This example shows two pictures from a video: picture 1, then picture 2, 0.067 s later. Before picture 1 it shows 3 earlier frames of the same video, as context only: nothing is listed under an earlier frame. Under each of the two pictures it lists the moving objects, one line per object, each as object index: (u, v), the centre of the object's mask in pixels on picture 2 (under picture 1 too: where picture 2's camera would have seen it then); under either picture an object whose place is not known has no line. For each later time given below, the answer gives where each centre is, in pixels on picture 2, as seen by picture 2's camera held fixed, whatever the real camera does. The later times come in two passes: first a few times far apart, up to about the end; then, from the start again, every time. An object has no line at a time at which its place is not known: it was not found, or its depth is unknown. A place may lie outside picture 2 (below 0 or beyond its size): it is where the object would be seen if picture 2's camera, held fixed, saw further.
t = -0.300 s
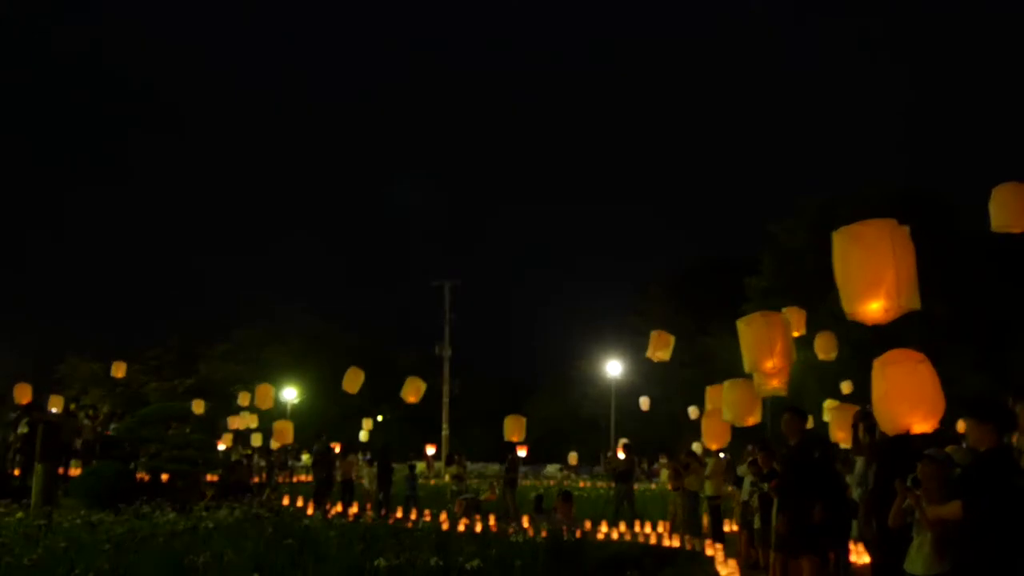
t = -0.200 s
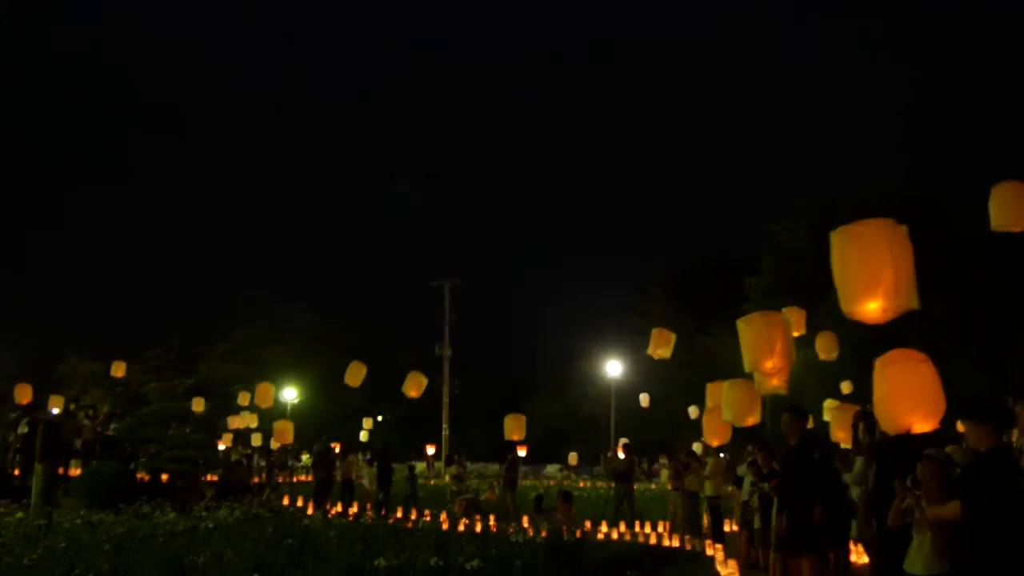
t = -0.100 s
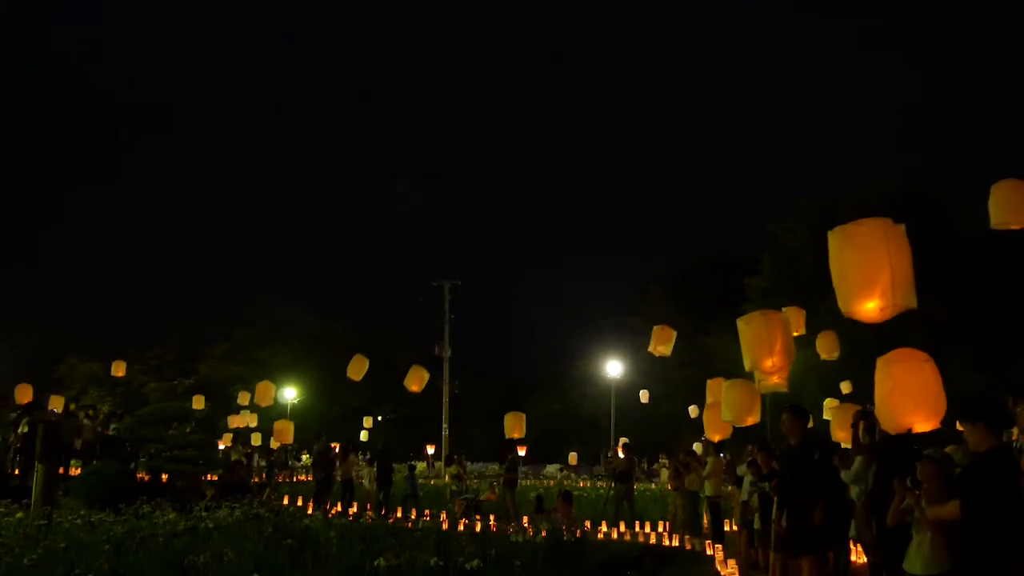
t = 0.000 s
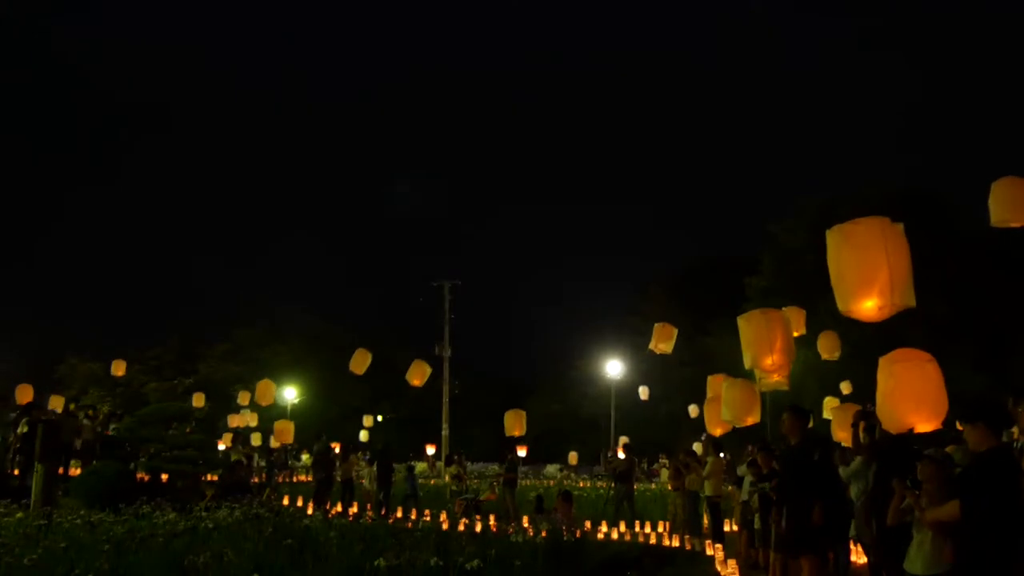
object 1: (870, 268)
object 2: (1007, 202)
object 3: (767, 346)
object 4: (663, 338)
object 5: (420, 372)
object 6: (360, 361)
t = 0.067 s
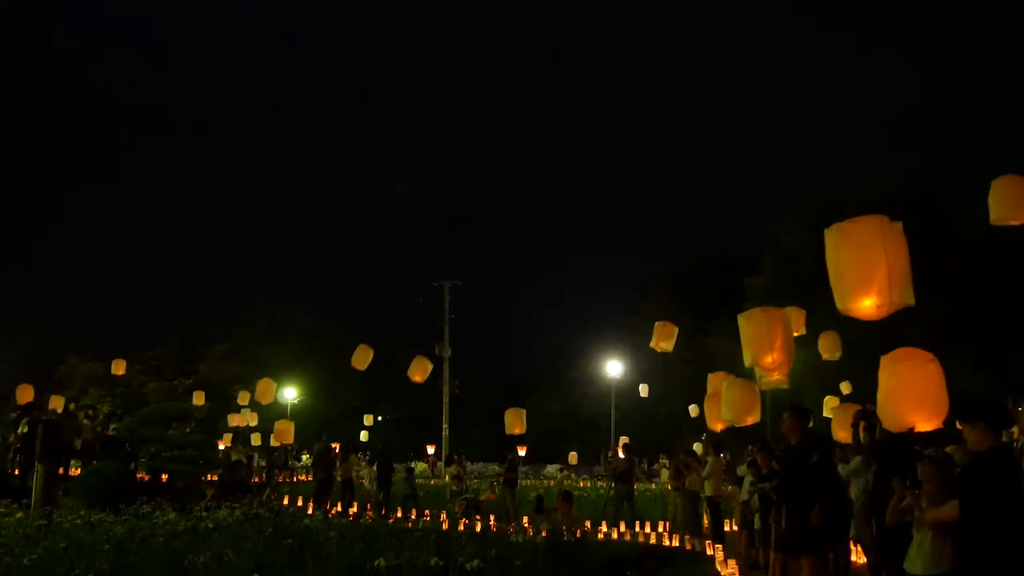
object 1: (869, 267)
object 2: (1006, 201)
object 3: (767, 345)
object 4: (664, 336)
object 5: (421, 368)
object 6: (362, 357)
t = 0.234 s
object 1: (865, 262)
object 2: (1006, 195)
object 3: (768, 340)
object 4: (666, 332)
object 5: (425, 359)
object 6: (366, 347)
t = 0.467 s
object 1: (859, 247)
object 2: (1006, 184)
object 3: (768, 332)
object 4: (668, 326)
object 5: (431, 344)
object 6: (372, 338)
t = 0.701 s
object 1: (855, 232)
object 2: (1004, 172)
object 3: (770, 329)
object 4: (671, 319)
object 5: (435, 330)
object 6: (376, 329)
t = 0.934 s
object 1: (848, 194)
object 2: (1003, 156)
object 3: (771, 326)
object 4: (673, 313)
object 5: (441, 314)
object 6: (379, 325)
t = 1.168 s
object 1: (840, 156)
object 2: (1000, 135)
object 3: (772, 323)
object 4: (675, 307)
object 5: (445, 298)
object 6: (381, 324)
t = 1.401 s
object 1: (831, 113)
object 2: (996, 113)
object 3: (774, 318)
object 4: (678, 302)
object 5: (448, 281)
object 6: (384, 319)
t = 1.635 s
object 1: (821, 68)
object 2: (990, 89)
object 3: (776, 315)
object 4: (679, 299)
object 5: (449, 266)
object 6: (385, 310)
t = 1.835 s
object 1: (814, 36)
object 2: (986, 69)
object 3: (777, 310)
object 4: (681, 300)
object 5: (448, 253)
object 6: (387, 302)
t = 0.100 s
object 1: (868, 266)
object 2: (1006, 199)
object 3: (768, 344)
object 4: (664, 335)
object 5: (422, 367)
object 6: (363, 355)
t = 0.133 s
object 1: (868, 266)
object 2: (1006, 198)
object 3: (768, 343)
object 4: (665, 334)
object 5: (423, 365)
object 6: (364, 353)
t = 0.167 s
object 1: (867, 265)
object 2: (1006, 197)
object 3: (768, 342)
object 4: (665, 334)
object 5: (424, 363)
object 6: (365, 351)
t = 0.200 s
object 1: (866, 264)
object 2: (1006, 196)
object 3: (768, 341)
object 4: (665, 333)
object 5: (424, 361)
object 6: (365, 349)
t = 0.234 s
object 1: (865, 262)
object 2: (1006, 195)
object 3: (768, 340)
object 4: (666, 332)
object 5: (425, 359)
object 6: (366, 347)
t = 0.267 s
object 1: (865, 260)
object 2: (1006, 193)
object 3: (768, 339)
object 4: (666, 331)
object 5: (426, 357)
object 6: (367, 346)
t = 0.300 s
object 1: (864, 259)
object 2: (1006, 192)
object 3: (768, 338)
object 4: (666, 330)
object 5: (427, 355)
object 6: (368, 344)
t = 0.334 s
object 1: (863, 256)
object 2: (1006, 191)
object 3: (768, 336)
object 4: (667, 329)
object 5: (428, 353)
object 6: (369, 343)
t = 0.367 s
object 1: (862, 254)
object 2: (1006, 189)
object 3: (768, 335)
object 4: (667, 328)
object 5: (428, 351)
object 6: (369, 342)
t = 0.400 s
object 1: (861, 252)
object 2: (1006, 188)
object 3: (768, 334)
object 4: (667, 327)
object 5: (429, 348)
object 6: (370, 341)
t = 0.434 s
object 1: (860, 250)
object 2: (1006, 186)
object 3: (768, 333)
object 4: (668, 327)
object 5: (430, 347)
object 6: (371, 339)
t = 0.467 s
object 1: (859, 247)
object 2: (1006, 184)
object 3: (768, 332)
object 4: (668, 326)
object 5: (431, 344)
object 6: (372, 338)
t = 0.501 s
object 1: (858, 244)
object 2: (1005, 183)
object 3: (768, 331)
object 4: (668, 325)
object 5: (431, 342)
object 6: (372, 336)
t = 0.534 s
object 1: (857, 242)
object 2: (1005, 181)
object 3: (769, 331)
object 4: (669, 324)
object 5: (433, 340)
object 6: (373, 335)
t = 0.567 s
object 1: (857, 240)
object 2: (1005, 179)
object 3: (769, 331)
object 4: (669, 323)
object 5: (433, 338)
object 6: (374, 334)
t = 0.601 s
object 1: (856, 238)
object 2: (1005, 177)
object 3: (769, 331)
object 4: (670, 322)
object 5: (434, 336)
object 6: (374, 332)
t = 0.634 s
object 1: (856, 236)
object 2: (1005, 176)
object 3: (769, 330)
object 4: (670, 321)
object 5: (434, 334)
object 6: (375, 331)
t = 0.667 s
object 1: (855, 234)
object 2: (1004, 174)
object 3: (769, 330)
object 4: (670, 320)
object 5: (435, 332)
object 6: (376, 330)
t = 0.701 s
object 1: (855, 232)
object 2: (1004, 172)
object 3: (770, 329)
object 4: (671, 319)
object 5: (435, 330)
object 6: (376, 329)
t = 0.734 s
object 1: (854, 229)
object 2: (1004, 170)
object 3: (770, 329)
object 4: (671, 319)
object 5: (436, 327)
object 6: (377, 328)
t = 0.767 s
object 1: (853, 227)
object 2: (1004, 168)
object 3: (770, 329)
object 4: (671, 318)
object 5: (437, 325)
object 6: (377, 327)
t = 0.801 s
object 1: (852, 224)
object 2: (1004, 165)
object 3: (770, 328)
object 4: (672, 317)
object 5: (438, 323)
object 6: (378, 326)
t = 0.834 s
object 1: (851, 206)
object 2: (1004, 163)
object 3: (770, 328)
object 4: (672, 316)
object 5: (439, 321)
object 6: (378, 326)
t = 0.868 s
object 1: (850, 202)
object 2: (1003, 161)
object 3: (770, 328)
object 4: (672, 315)
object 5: (439, 318)
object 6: (379, 326)
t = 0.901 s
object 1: (848, 198)
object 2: (1003, 158)
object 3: (770, 327)
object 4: (673, 314)
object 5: (440, 316)
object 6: (379, 325)
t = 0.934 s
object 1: (848, 194)
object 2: (1003, 156)
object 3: (771, 326)
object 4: (673, 313)
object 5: (441, 314)
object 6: (379, 325)
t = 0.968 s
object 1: (847, 188)
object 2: (1003, 153)
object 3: (771, 326)
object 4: (673, 312)
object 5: (442, 312)
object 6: (380, 325)
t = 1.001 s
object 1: (845, 183)
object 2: (1002, 150)
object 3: (771, 325)
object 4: (674, 311)
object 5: (442, 309)
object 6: (380, 325)
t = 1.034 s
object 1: (844, 178)
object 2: (1002, 147)
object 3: (771, 325)
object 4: (674, 311)
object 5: (443, 307)
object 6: (380, 325)
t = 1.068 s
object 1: (843, 173)
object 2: (1001, 145)
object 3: (771, 325)
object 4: (675, 310)
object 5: (444, 305)
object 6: (381, 325)
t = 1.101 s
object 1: (842, 167)
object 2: (1001, 142)
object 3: (771, 324)
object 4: (675, 309)
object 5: (444, 302)
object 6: (381, 325)
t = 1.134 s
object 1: (841, 161)
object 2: (1001, 139)
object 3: (772, 323)
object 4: (675, 308)
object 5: (445, 300)
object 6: (381, 324)
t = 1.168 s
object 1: (840, 156)
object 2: (1000, 135)
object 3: (772, 323)
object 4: (675, 307)
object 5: (445, 298)
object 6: (381, 324)
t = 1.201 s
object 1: (838, 150)
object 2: (999, 133)
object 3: (772, 322)
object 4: (675, 306)
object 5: (446, 295)
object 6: (382, 323)
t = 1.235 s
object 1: (837, 144)
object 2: (999, 129)
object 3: (772, 321)
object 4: (676, 305)
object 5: (446, 293)
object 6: (382, 323)
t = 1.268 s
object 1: (836, 138)
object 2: (998, 126)
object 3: (773, 321)
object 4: (676, 304)
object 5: (447, 291)
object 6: (382, 322)
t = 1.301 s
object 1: (835, 132)
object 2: (997, 123)
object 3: (773, 320)
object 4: (677, 304)
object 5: (447, 288)
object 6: (383, 321)
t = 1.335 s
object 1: (833, 125)
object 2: (997, 120)
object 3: (773, 319)
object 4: (677, 303)
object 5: (448, 286)
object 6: (383, 321)
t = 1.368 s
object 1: (832, 119)
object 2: (996, 117)
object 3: (773, 318)
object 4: (677, 302)
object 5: (448, 284)
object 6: (383, 320)
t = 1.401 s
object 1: (831, 113)
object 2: (996, 113)
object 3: (774, 318)
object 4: (678, 302)
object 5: (448, 281)
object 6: (384, 319)
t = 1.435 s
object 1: (829, 107)
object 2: (995, 110)
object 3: (774, 317)
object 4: (678, 302)
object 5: (448, 279)
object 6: (384, 318)
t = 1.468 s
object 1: (828, 101)
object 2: (994, 107)
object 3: (774, 317)
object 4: (678, 301)
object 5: (449, 277)
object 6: (384, 317)
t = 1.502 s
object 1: (827, 94)
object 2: (993, 103)
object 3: (774, 317)
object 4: (679, 301)
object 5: (449, 275)
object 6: (384, 316)
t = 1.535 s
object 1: (825, 88)
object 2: (992, 99)
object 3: (775, 316)
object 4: (679, 300)
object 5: (449, 272)
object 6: (385, 314)
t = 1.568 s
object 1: (824, 81)
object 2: (992, 96)
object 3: (775, 316)
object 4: (679, 300)
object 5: (449, 270)
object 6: (385, 313)
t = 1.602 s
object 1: (822, 75)
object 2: (991, 93)
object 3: (775, 316)
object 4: (679, 299)
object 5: (449, 268)
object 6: (385, 312)
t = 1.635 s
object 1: (821, 68)
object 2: (990, 89)
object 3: (776, 315)
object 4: (679, 299)
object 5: (449, 266)
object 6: (385, 310)
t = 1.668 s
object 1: (820, 62)
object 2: (990, 86)
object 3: (776, 315)
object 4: (680, 299)
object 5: (449, 264)
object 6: (385, 309)
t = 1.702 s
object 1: (818, 56)
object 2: (989, 82)
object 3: (776, 314)
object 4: (680, 300)
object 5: (449, 262)
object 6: (386, 308)
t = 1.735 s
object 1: (817, 50)
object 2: (988, 79)
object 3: (776, 313)
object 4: (680, 300)
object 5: (449, 259)
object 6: (386, 306)
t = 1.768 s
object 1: (815, 44)
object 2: (987, 76)
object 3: (776, 313)
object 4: (681, 300)
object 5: (448, 257)
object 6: (386, 305)
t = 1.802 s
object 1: (814, 40)
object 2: (986, 72)
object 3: (777, 312)
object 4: (681, 300)
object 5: (448, 255)
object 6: (387, 303)
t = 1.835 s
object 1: (814, 36)
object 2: (986, 69)
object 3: (777, 310)
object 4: (681, 300)
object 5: (448, 253)
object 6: (387, 302)
